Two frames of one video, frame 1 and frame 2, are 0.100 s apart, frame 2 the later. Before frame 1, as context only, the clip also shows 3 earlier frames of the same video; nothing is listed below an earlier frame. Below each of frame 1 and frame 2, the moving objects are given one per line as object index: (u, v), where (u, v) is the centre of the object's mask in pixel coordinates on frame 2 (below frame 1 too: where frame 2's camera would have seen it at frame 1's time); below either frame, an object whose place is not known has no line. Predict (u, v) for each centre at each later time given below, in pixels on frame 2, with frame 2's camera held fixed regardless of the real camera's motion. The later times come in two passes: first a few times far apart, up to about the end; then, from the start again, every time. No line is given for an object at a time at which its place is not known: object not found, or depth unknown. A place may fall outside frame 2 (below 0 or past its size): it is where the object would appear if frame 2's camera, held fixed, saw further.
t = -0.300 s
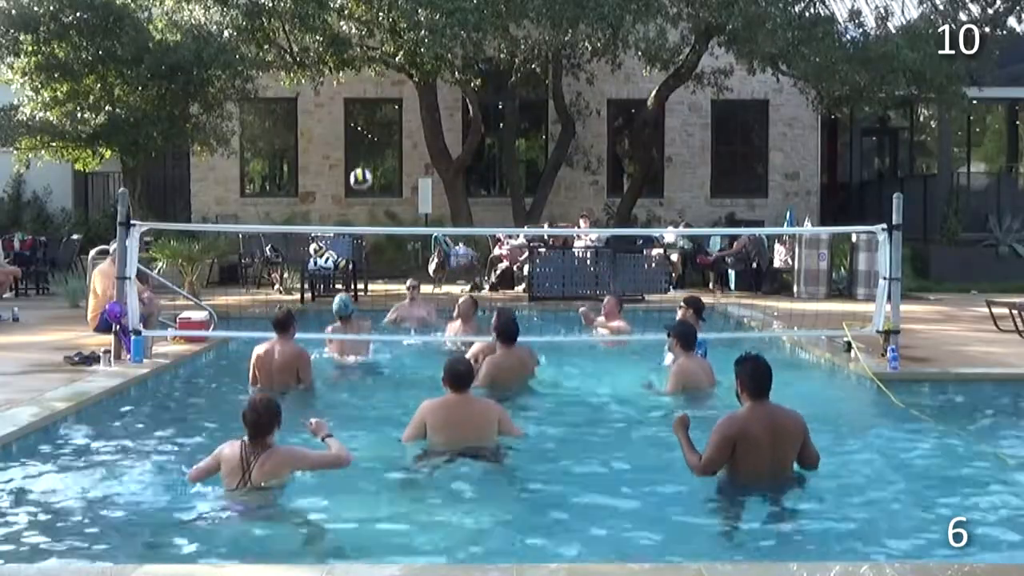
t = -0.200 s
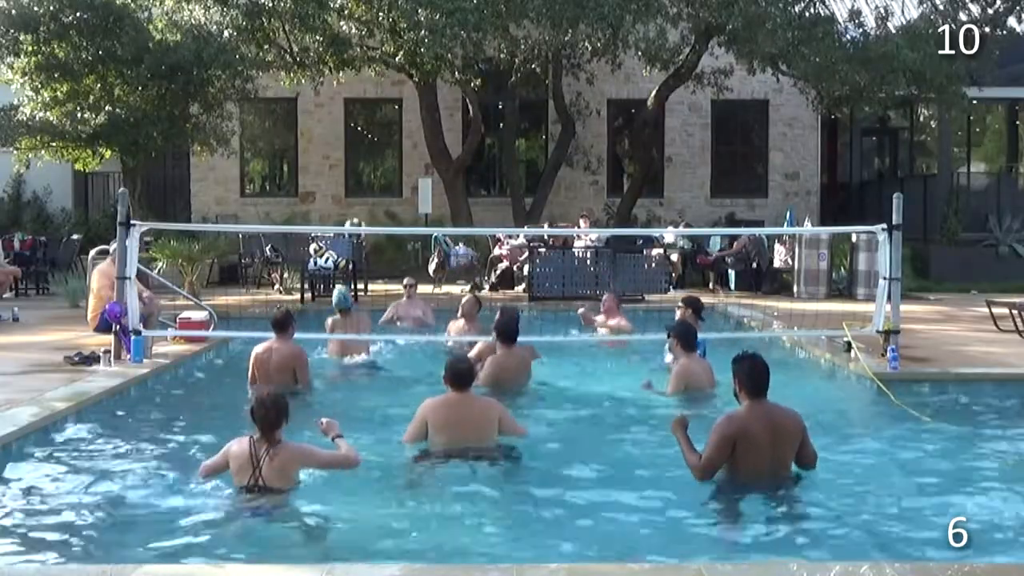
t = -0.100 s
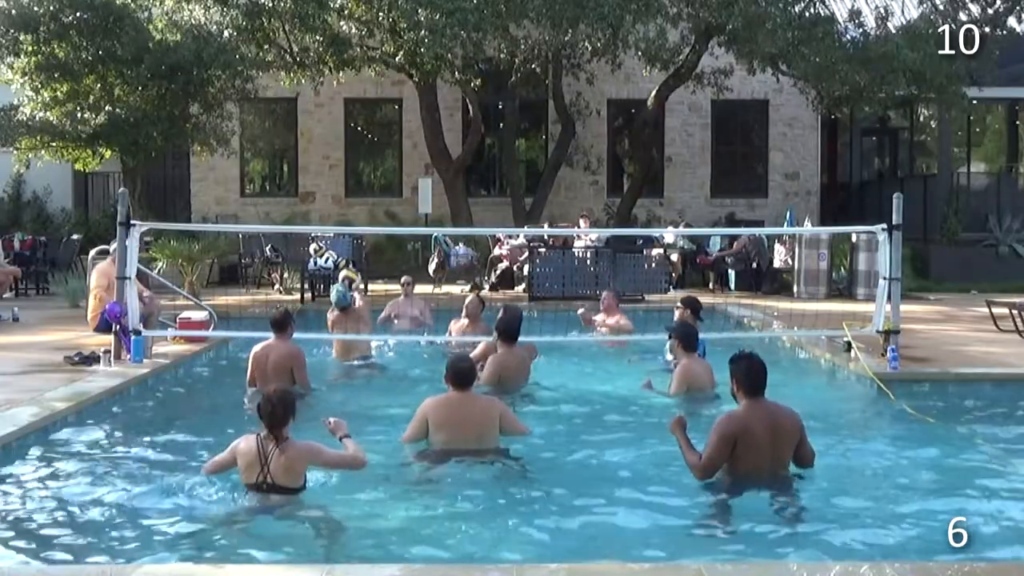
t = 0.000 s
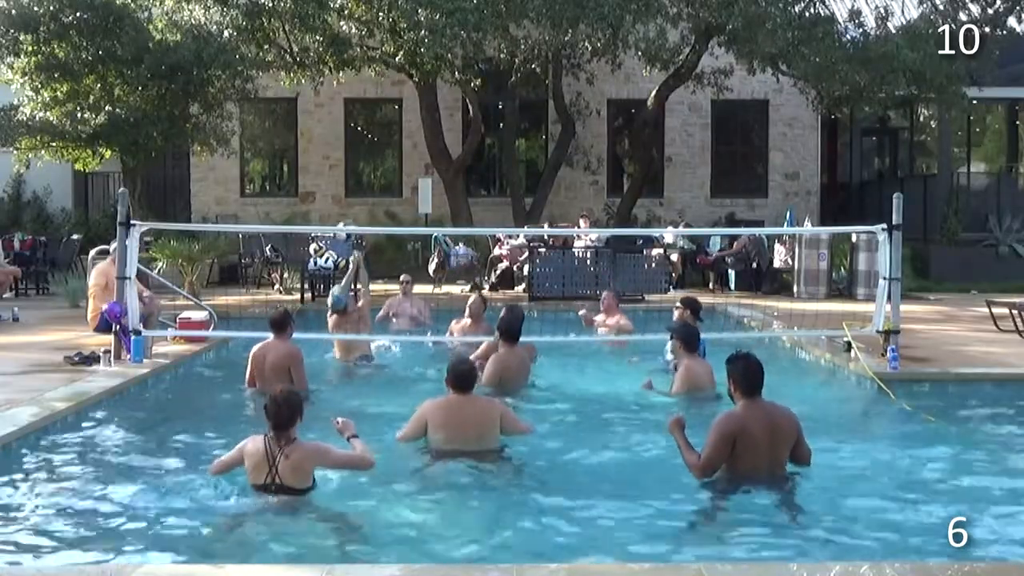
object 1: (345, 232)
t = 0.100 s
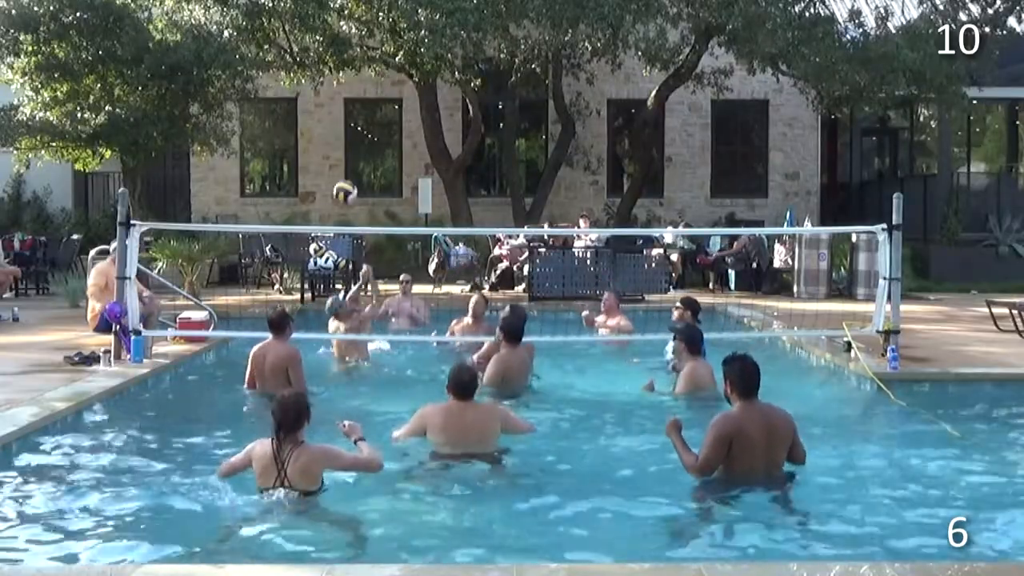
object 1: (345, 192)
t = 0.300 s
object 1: (341, 140)
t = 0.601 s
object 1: (336, 145)
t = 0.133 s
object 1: (345, 180)
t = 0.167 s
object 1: (343, 169)
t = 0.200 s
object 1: (342, 160)
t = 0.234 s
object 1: (342, 152)
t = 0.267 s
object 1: (342, 145)
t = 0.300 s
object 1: (341, 140)
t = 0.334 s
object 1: (341, 134)
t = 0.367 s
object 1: (340, 131)
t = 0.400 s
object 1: (339, 129)
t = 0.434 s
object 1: (339, 128)
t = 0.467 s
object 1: (338, 128)
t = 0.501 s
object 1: (338, 130)
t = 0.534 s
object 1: (337, 133)
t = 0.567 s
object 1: (337, 138)
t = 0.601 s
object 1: (336, 145)
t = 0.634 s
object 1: (336, 153)
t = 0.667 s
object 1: (335, 163)
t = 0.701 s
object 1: (334, 176)
